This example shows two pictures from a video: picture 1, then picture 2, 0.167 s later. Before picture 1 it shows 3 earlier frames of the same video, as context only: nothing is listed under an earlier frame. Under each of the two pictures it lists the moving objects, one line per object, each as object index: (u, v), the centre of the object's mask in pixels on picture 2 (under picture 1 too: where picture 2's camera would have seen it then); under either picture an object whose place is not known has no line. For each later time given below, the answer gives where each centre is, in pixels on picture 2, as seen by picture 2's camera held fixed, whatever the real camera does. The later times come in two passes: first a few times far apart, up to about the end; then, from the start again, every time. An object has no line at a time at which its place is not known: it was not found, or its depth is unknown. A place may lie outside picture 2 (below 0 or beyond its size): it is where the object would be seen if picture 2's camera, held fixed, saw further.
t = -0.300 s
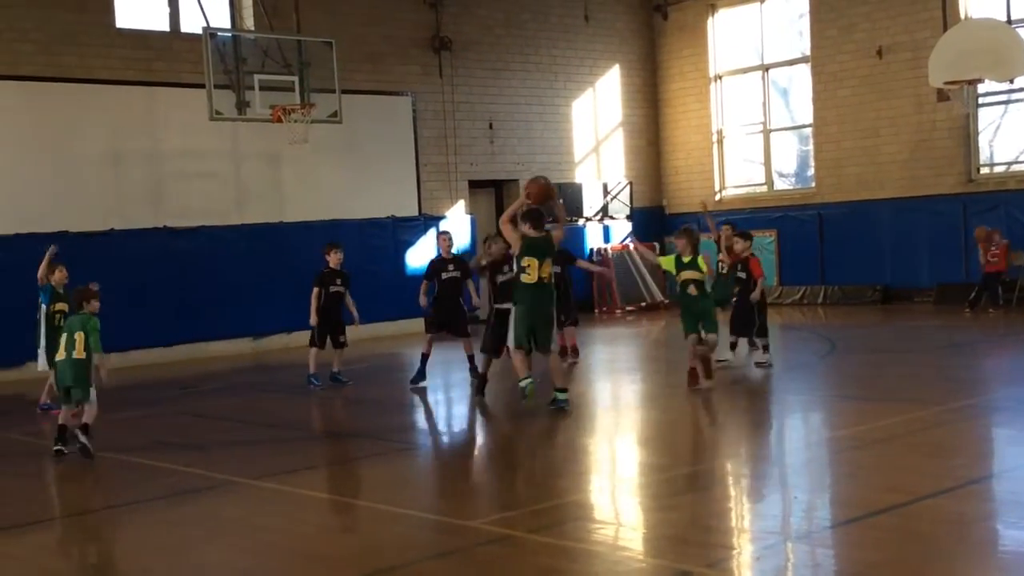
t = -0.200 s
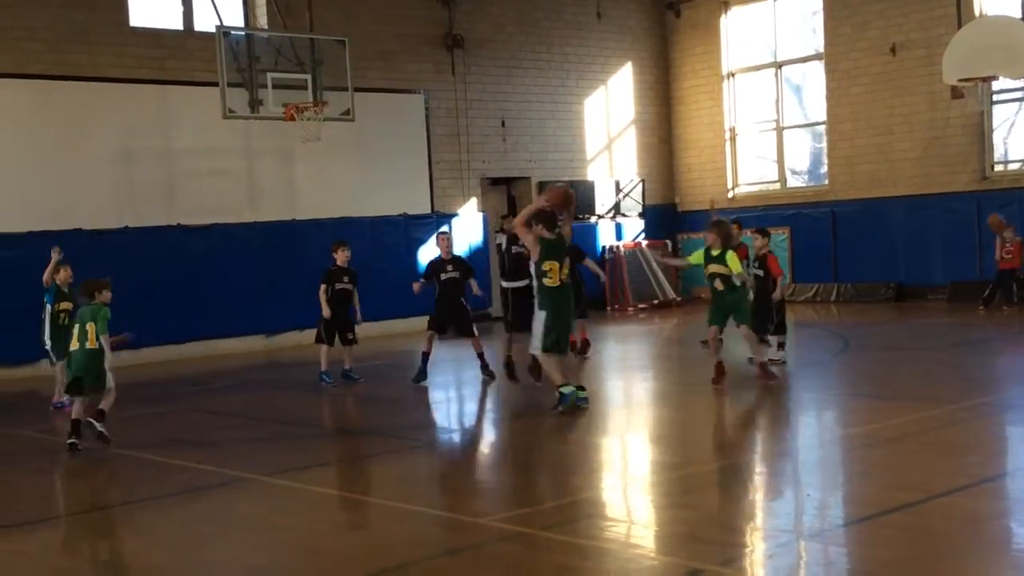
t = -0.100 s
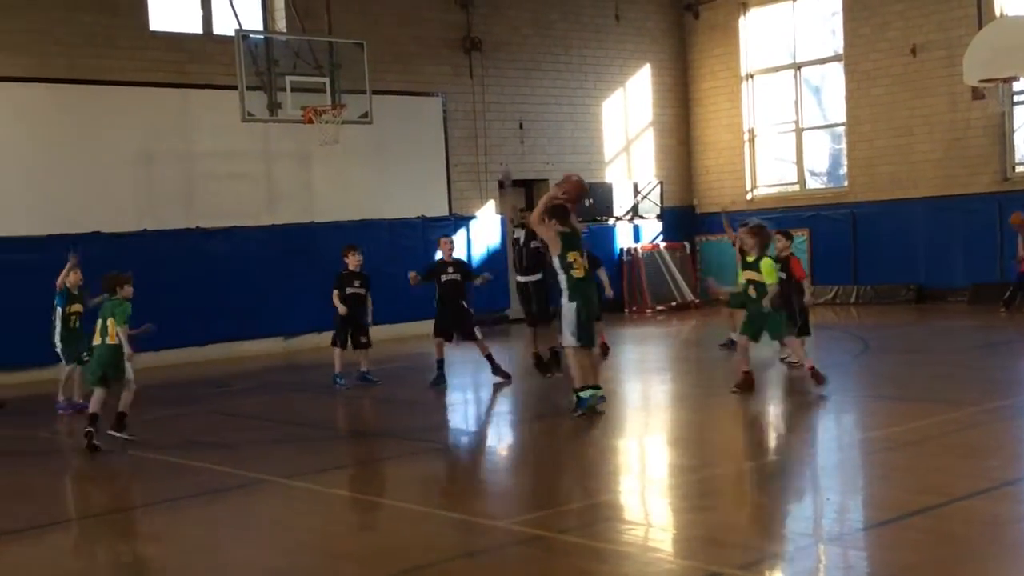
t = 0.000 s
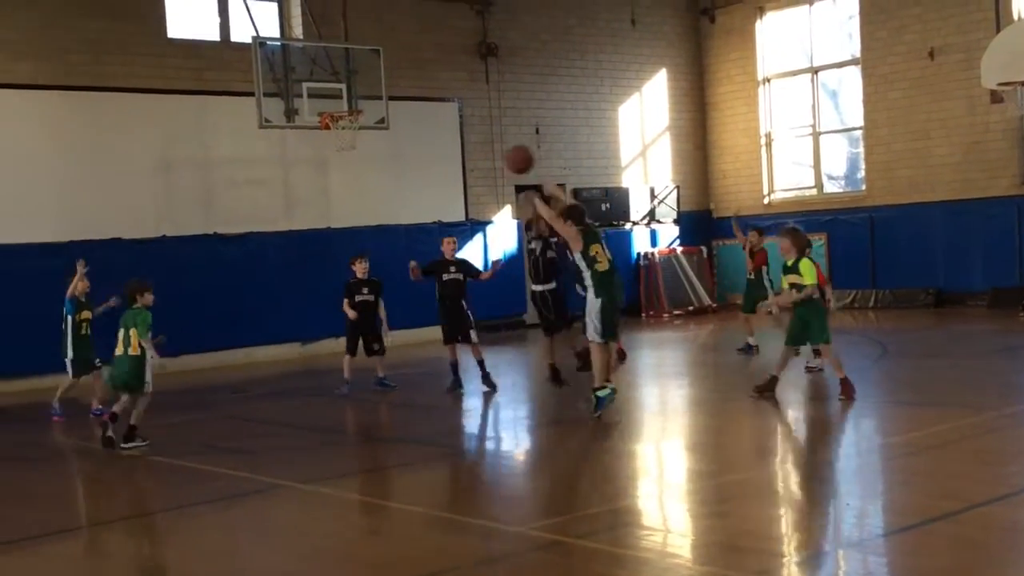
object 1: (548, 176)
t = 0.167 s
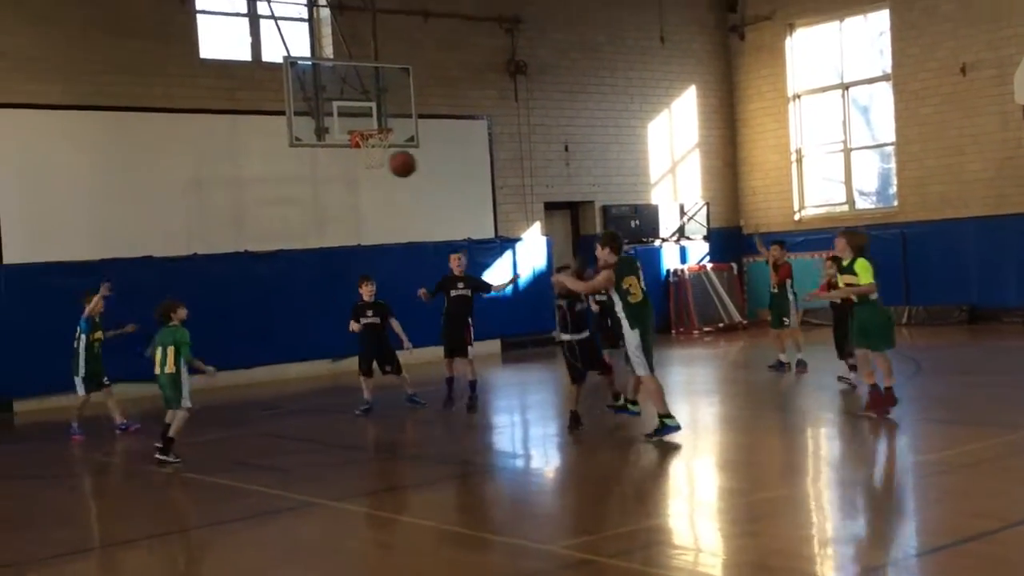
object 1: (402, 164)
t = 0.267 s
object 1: (323, 172)
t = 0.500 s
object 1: (156, 230)
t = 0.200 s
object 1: (375, 165)
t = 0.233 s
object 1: (349, 168)
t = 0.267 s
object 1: (323, 172)
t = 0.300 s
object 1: (298, 177)
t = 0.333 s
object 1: (272, 183)
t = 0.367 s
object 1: (248, 191)
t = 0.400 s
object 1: (225, 200)
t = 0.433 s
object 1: (201, 209)
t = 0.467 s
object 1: (178, 219)
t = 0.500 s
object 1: (156, 230)
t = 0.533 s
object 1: (135, 243)
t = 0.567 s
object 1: (113, 255)
